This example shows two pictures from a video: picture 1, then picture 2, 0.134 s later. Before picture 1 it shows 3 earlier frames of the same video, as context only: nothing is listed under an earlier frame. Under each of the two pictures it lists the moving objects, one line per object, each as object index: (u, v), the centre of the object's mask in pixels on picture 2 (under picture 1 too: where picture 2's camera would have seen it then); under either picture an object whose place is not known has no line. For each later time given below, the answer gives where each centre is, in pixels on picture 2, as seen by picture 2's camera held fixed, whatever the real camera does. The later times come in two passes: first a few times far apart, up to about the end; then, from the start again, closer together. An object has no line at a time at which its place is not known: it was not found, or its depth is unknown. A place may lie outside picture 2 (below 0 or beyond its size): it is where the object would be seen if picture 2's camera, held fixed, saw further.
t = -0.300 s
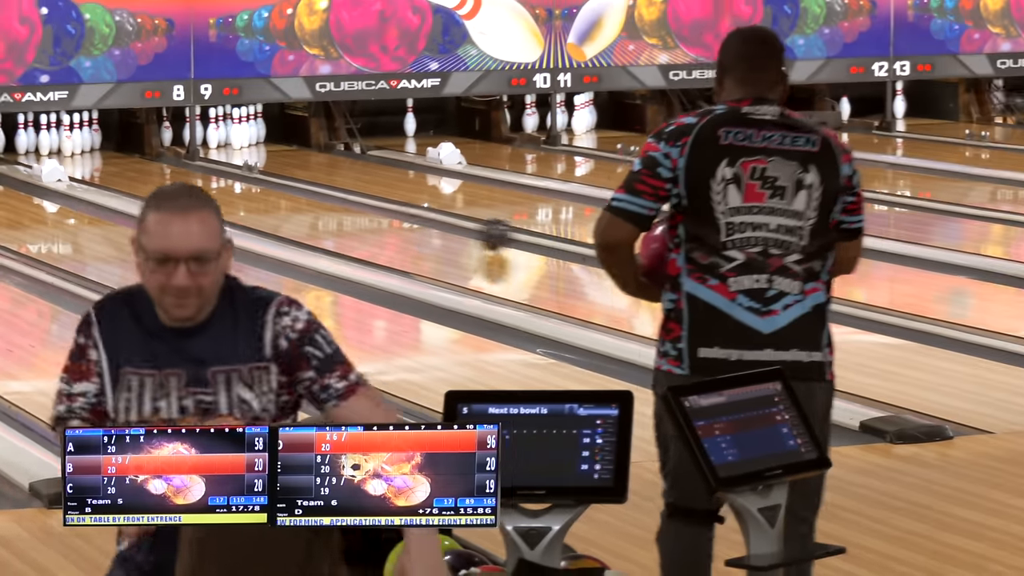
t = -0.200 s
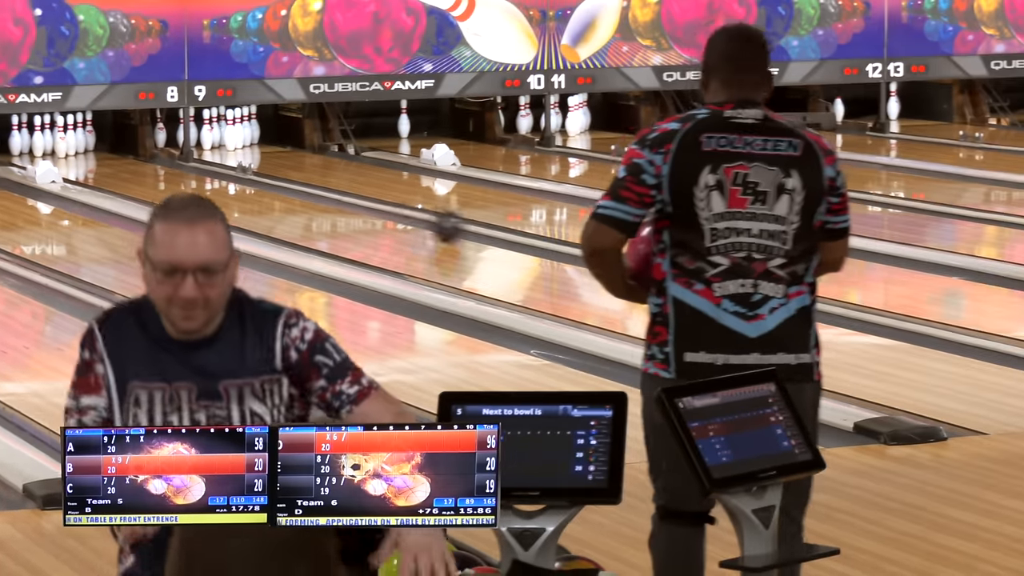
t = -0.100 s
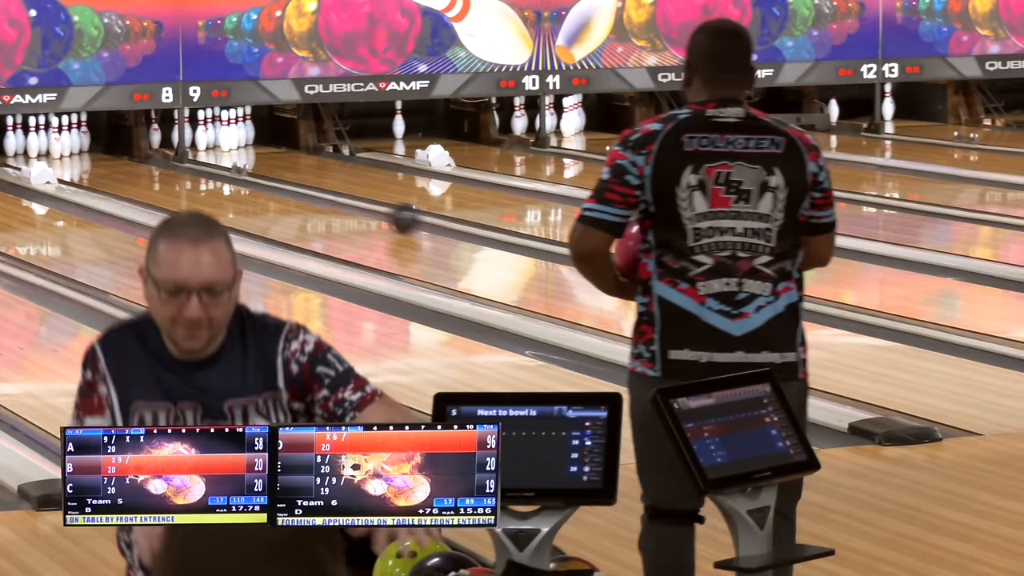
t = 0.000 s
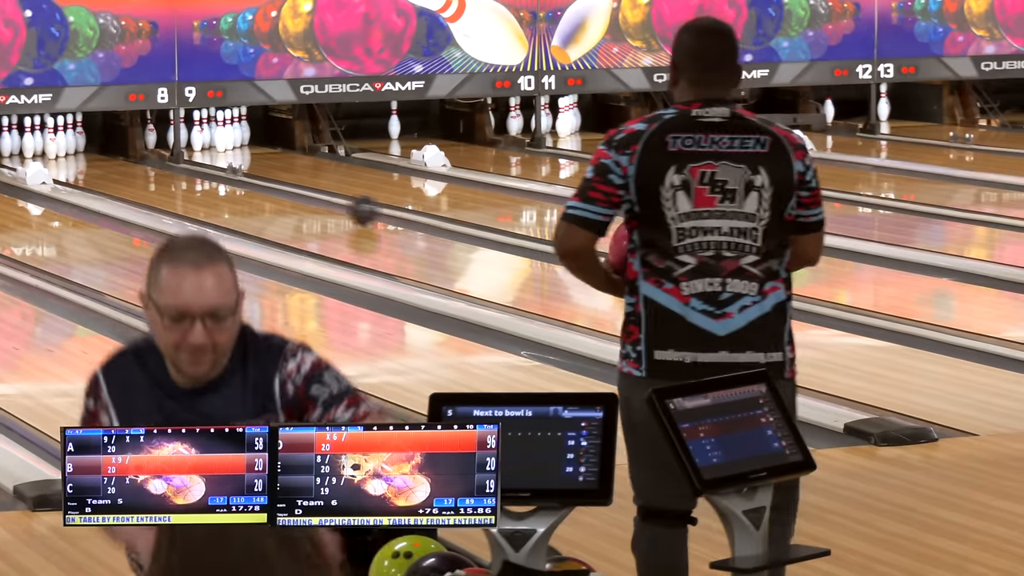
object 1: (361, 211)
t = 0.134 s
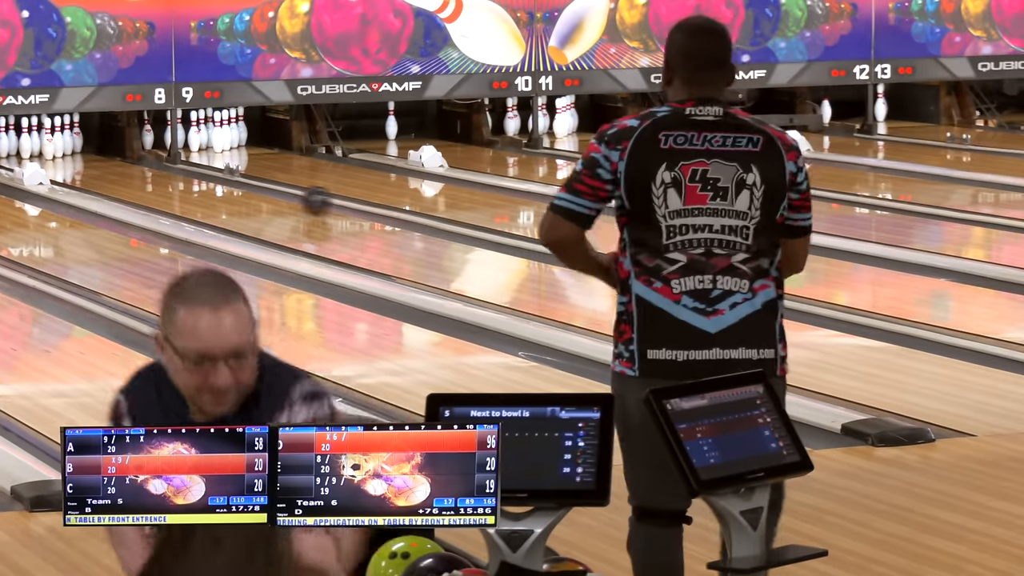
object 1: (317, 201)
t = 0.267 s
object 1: (274, 191)
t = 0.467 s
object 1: (217, 177)
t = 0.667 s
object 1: (167, 166)
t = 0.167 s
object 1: (306, 198)
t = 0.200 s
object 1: (295, 195)
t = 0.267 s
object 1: (274, 191)
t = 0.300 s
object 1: (264, 189)
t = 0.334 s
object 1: (254, 185)
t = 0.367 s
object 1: (244, 184)
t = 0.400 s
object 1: (235, 180)
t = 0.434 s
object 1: (227, 179)
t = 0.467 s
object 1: (217, 177)
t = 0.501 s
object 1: (209, 175)
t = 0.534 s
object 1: (200, 173)
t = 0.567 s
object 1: (191, 171)
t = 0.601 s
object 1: (183, 170)
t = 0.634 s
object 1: (174, 167)
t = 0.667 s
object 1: (167, 166)
